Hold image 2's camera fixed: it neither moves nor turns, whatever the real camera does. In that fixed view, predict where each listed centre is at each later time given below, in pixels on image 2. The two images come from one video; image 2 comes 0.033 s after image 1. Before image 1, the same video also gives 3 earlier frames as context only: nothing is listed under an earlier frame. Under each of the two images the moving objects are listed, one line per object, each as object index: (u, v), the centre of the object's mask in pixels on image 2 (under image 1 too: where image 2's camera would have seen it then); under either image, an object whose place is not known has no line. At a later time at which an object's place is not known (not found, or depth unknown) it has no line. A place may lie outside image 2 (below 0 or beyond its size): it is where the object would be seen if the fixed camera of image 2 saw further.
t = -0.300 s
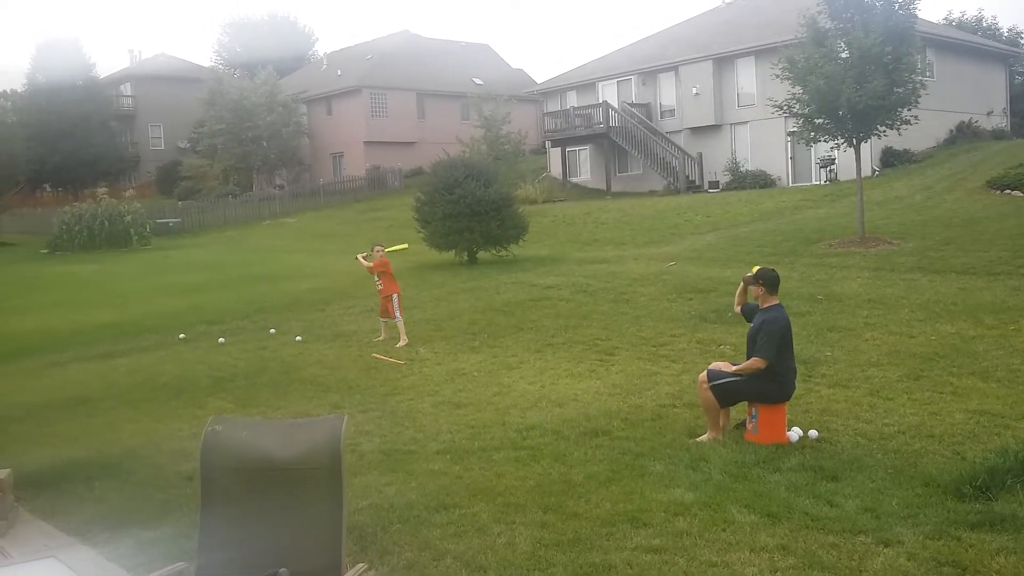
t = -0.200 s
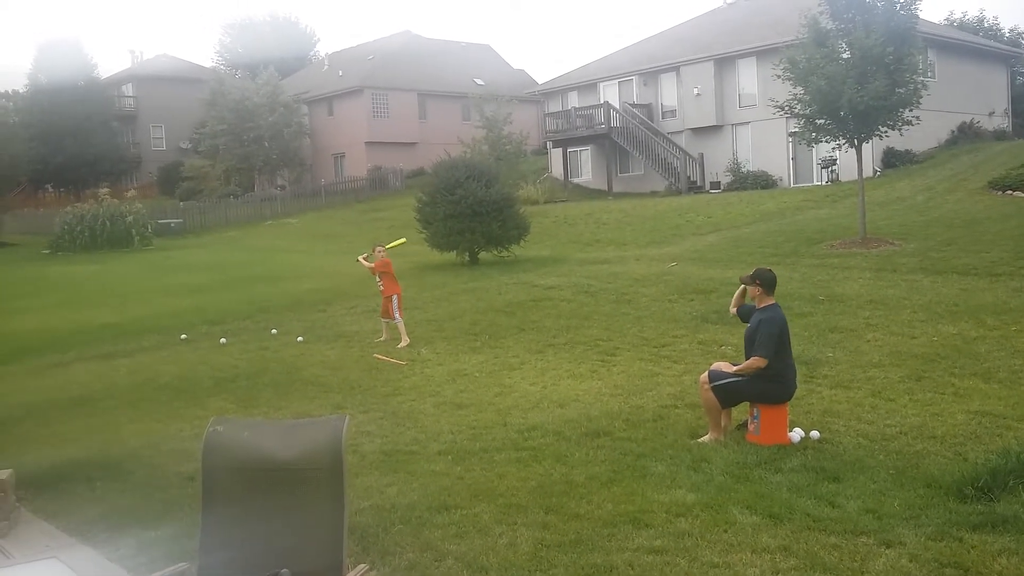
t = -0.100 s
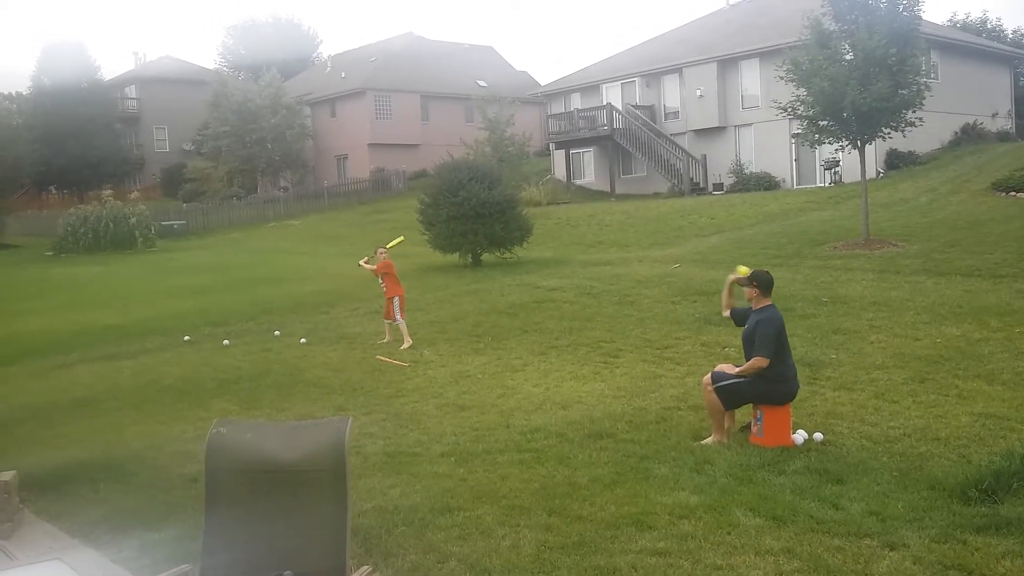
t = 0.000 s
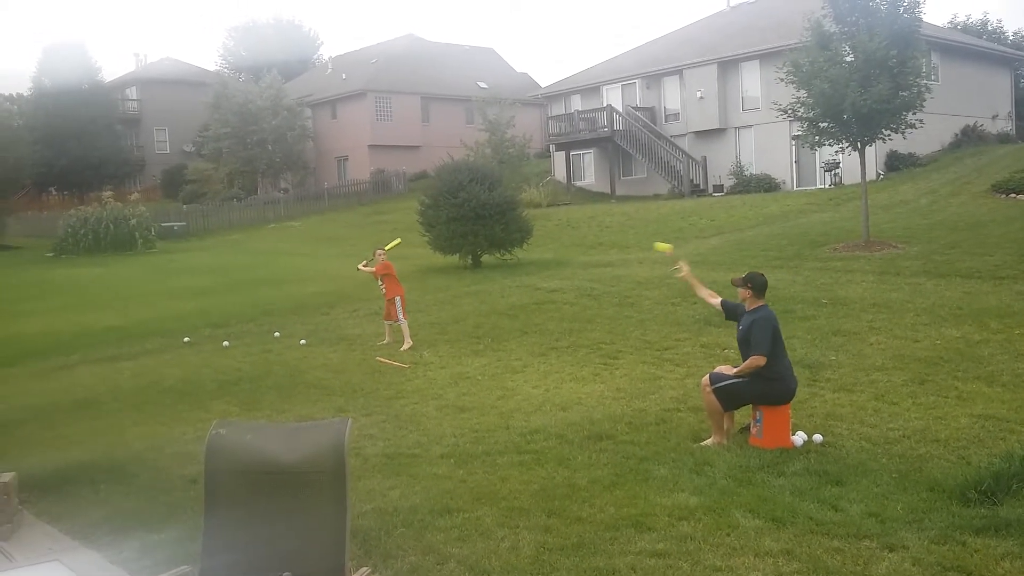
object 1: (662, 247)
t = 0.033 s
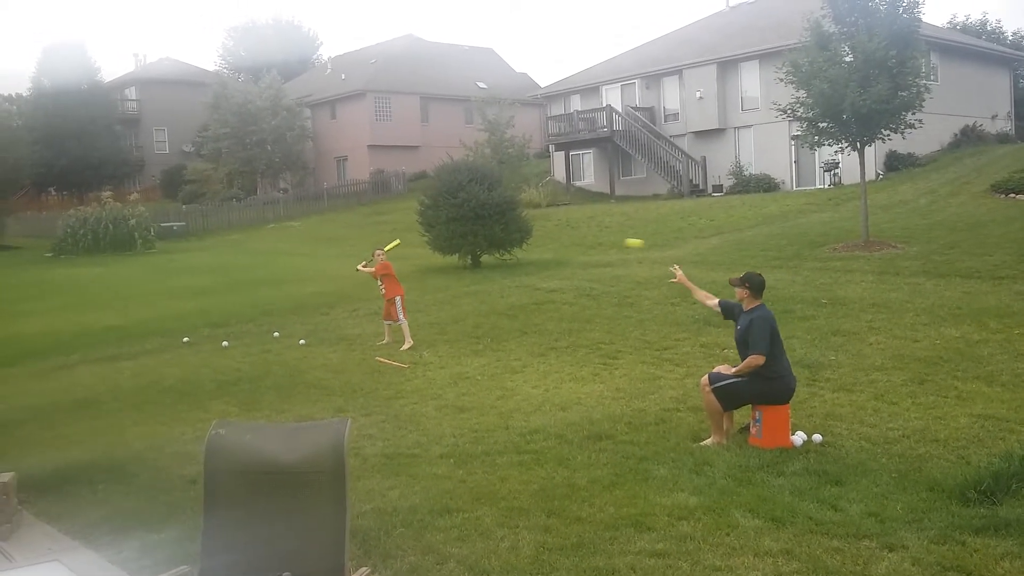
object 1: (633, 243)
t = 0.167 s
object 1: (536, 239)
